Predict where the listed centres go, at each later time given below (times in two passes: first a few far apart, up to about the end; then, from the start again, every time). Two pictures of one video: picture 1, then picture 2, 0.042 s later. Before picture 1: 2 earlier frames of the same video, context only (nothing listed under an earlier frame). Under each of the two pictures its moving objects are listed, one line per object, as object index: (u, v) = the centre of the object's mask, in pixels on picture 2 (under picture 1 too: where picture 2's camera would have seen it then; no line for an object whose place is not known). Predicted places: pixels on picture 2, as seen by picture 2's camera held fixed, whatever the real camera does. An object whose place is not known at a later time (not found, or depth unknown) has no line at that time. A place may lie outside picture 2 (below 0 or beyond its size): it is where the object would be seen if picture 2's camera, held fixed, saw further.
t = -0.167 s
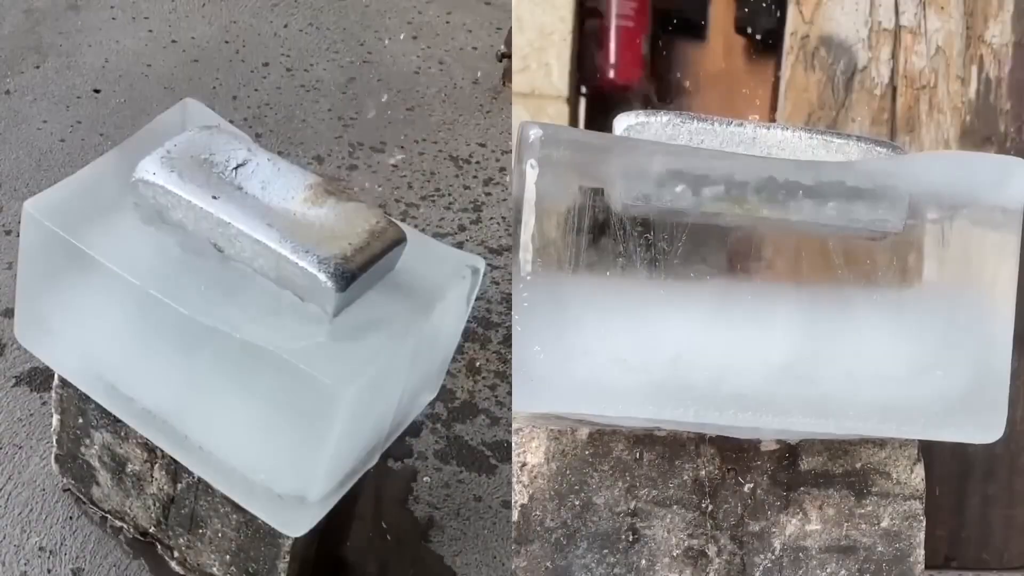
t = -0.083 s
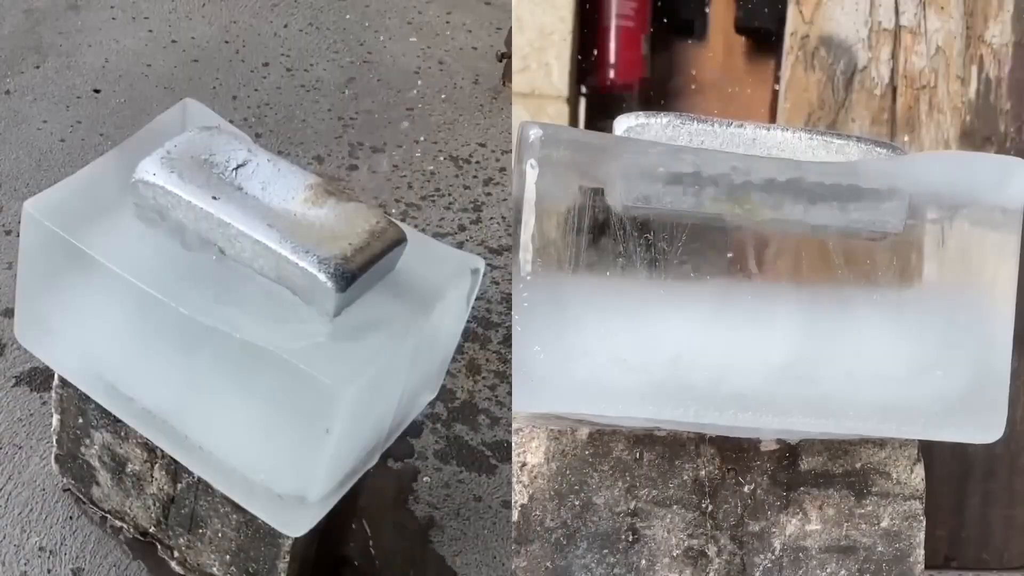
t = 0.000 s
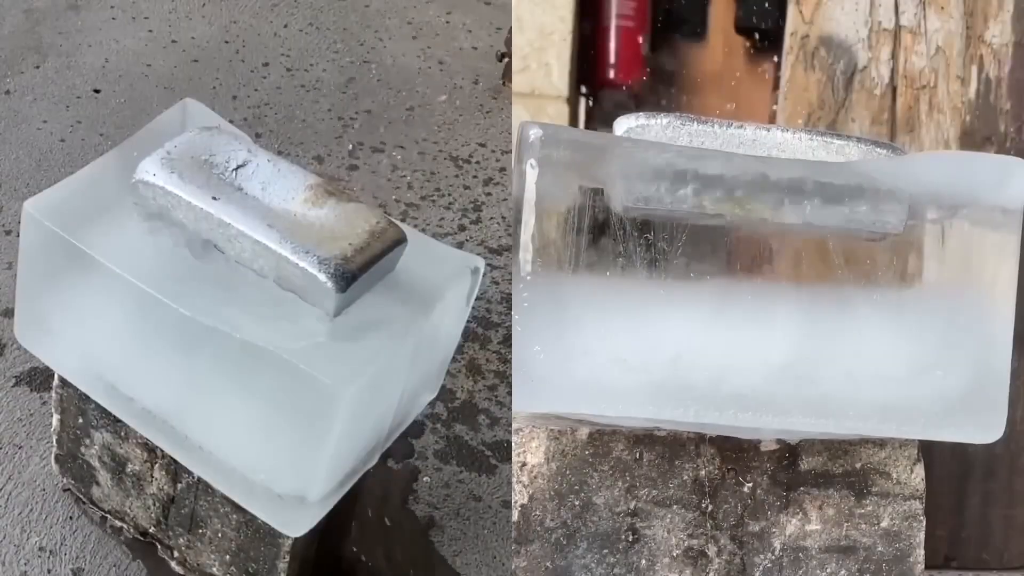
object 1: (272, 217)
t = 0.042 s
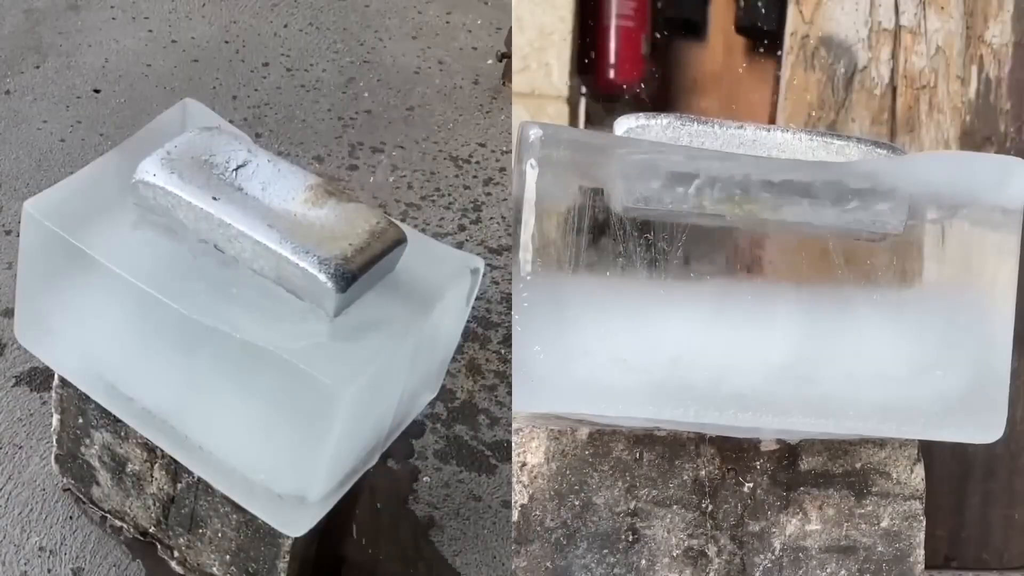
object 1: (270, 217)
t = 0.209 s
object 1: (272, 217)
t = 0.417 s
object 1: (272, 217)
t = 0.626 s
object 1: (272, 218)
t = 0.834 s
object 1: (273, 220)
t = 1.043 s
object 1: (274, 219)
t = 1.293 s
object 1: (275, 220)
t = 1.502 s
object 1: (274, 221)
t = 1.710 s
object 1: (272, 223)
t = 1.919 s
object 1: (275, 221)
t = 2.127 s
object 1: (277, 222)
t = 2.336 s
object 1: (275, 223)
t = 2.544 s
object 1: (278, 223)
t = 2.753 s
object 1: (277, 223)
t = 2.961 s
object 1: (277, 224)
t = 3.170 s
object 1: (275, 227)
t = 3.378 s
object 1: (275, 229)
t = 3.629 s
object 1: (276, 230)
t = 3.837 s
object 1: (276, 229)
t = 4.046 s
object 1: (276, 231)
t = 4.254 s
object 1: (279, 229)
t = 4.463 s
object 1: (276, 232)
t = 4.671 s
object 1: (277, 232)
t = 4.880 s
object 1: (277, 232)
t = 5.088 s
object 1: (279, 232)
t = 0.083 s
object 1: (272, 217)
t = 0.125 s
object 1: (272, 217)
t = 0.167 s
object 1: (271, 217)
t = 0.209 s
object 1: (272, 217)
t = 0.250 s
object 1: (272, 217)
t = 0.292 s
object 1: (272, 217)
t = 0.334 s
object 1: (273, 217)
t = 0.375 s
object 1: (272, 217)
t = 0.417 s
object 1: (272, 217)
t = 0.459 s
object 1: (273, 217)
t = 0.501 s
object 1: (273, 218)
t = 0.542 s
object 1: (272, 218)
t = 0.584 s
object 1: (272, 218)
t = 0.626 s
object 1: (272, 218)
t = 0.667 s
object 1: (272, 218)
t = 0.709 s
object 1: (272, 218)
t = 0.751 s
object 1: (274, 218)
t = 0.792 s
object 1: (272, 219)
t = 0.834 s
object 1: (273, 220)
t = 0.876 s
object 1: (273, 219)
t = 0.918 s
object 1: (272, 219)
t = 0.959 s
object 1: (272, 219)
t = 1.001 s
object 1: (274, 219)
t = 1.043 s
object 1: (274, 219)
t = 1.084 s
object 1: (275, 220)
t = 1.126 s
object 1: (275, 219)
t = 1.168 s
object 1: (274, 220)
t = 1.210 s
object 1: (273, 220)
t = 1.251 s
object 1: (275, 220)
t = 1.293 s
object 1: (275, 220)
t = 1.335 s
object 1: (273, 220)
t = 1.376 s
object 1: (275, 220)
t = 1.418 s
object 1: (273, 220)
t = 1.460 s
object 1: (274, 220)
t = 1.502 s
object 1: (274, 221)
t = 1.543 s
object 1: (275, 221)
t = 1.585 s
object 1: (277, 220)
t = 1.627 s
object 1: (277, 220)
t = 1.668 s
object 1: (274, 221)
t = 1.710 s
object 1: (272, 223)
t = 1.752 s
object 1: (276, 220)
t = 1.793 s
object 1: (276, 221)
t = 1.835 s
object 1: (277, 221)
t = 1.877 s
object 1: (274, 224)
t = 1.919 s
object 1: (275, 221)
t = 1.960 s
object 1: (275, 221)
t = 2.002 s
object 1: (275, 221)
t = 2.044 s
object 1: (277, 222)
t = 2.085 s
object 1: (276, 222)
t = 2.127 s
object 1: (277, 222)
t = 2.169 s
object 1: (274, 223)
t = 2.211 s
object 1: (276, 222)
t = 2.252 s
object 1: (276, 222)
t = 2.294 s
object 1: (277, 222)
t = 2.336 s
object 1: (275, 223)
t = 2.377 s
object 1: (276, 223)
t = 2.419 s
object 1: (278, 222)
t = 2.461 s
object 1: (277, 223)
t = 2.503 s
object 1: (278, 223)
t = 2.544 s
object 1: (278, 223)
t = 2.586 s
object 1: (278, 223)
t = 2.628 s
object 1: (277, 224)
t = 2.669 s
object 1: (276, 224)
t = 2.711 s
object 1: (278, 223)
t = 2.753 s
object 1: (277, 223)
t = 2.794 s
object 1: (276, 227)
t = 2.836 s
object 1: (278, 224)
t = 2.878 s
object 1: (278, 224)
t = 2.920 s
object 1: (277, 225)
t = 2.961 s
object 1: (277, 224)
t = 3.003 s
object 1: (276, 227)
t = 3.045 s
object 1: (277, 225)
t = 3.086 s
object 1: (276, 227)
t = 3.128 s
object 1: (278, 225)
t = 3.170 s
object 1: (275, 227)
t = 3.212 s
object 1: (277, 225)
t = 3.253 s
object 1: (277, 225)
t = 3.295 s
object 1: (278, 226)
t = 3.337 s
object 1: (278, 226)
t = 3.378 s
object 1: (275, 229)
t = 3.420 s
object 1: (278, 227)
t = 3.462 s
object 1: (277, 228)
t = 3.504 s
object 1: (277, 229)
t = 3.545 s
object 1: (276, 229)
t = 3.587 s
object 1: (276, 229)
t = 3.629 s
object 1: (276, 230)
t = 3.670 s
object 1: (277, 229)
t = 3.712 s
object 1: (278, 228)
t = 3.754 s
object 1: (279, 228)
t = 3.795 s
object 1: (278, 227)
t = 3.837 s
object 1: (276, 229)
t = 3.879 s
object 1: (275, 230)
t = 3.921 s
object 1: (277, 230)
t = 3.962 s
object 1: (276, 230)
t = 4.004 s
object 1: (278, 227)
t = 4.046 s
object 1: (276, 231)
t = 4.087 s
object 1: (279, 227)
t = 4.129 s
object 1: (276, 230)
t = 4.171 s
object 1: (276, 232)
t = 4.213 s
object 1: (279, 228)
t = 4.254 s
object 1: (279, 229)
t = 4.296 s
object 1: (277, 231)
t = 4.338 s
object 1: (278, 229)
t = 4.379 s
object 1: (278, 228)
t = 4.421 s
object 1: (276, 232)
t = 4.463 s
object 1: (276, 232)
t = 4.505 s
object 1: (275, 233)
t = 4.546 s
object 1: (279, 230)
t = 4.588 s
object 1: (277, 232)
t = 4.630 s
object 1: (279, 230)
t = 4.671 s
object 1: (277, 232)
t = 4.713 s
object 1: (279, 228)
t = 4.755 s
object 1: (277, 231)
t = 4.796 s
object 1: (280, 229)
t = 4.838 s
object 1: (277, 232)
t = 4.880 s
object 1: (277, 232)
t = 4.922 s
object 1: (277, 232)
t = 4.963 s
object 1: (278, 233)
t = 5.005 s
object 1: (281, 231)
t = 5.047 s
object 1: (281, 230)
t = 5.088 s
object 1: (279, 232)
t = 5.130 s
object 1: (279, 232)
